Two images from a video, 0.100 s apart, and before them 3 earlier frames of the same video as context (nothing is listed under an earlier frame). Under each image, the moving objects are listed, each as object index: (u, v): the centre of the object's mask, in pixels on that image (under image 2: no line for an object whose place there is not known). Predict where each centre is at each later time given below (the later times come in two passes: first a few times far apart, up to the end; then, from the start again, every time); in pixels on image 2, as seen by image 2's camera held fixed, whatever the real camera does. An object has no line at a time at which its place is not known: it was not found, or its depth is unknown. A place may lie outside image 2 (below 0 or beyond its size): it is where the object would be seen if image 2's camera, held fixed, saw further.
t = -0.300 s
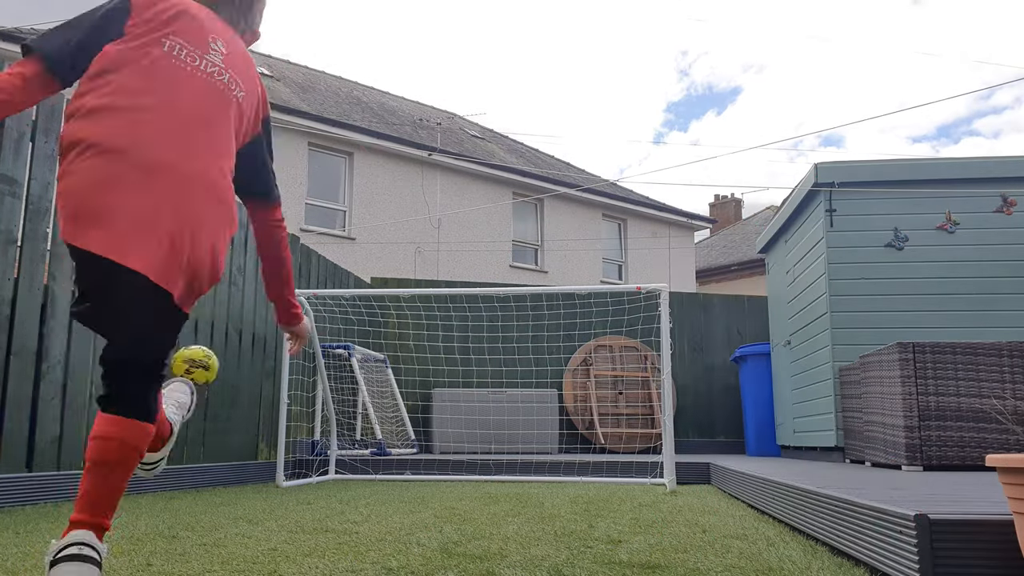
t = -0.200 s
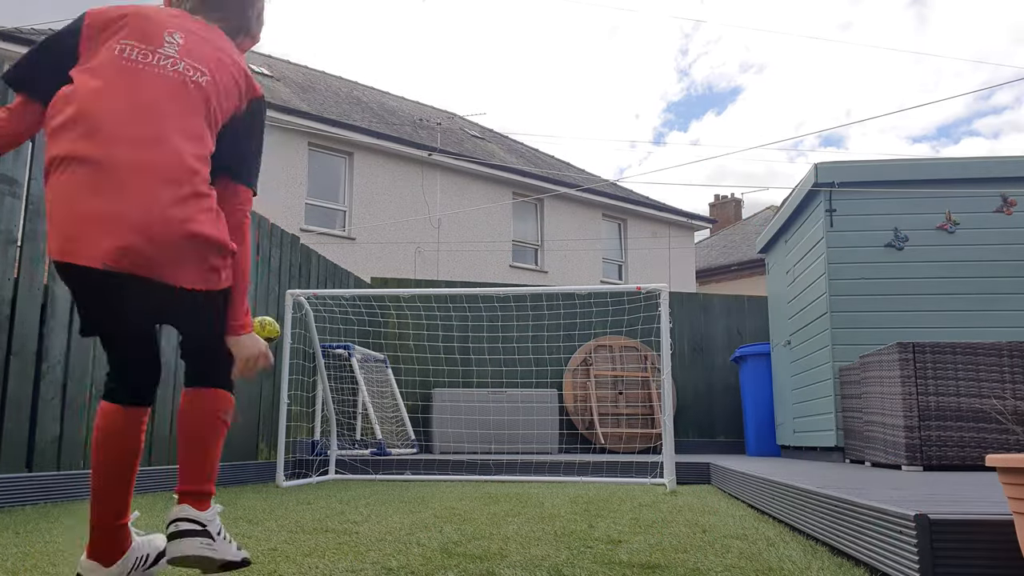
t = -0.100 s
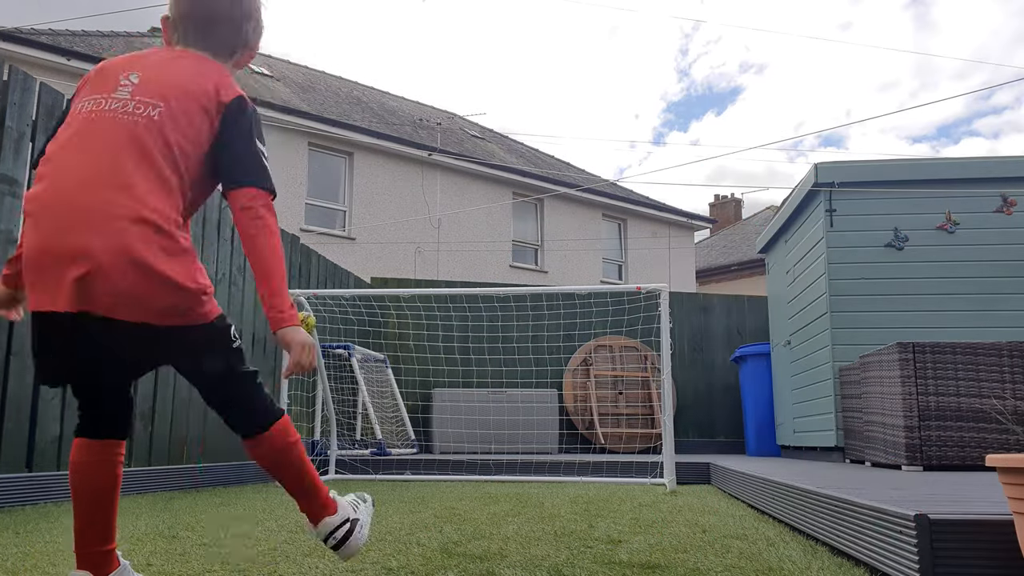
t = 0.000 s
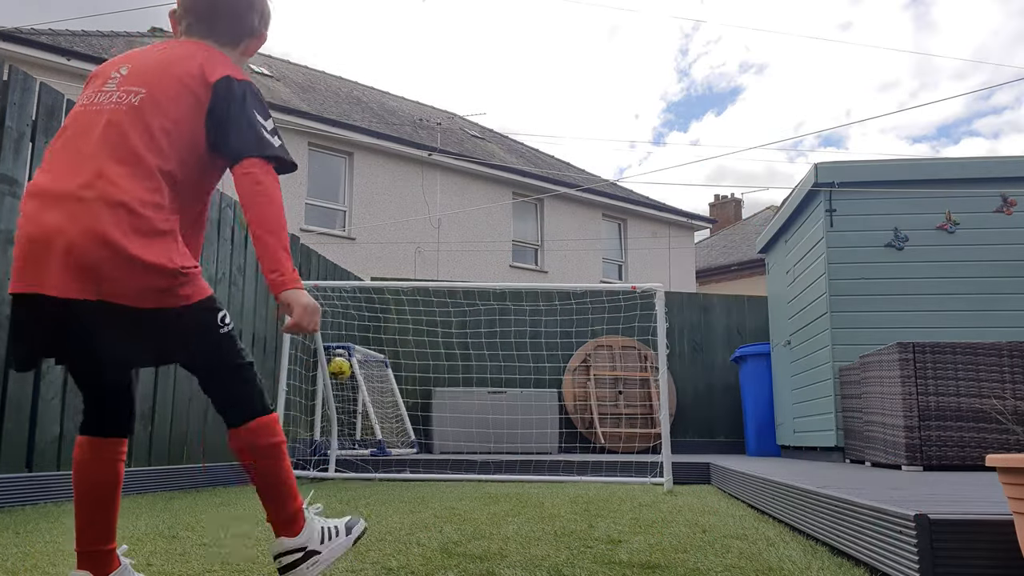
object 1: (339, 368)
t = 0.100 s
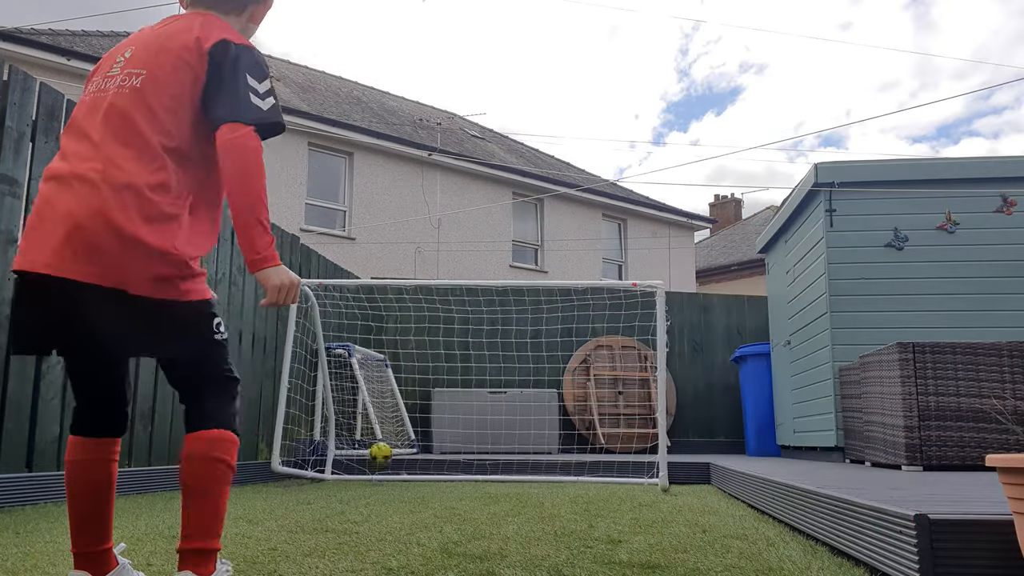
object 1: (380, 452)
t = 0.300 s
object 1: (432, 398)
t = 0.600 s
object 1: (504, 355)
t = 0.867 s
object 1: (575, 433)
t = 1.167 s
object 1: (645, 416)
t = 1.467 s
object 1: (659, 440)
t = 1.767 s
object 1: (686, 449)
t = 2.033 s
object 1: (716, 477)
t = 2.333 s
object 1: (713, 481)
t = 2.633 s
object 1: (708, 489)
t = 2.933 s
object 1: (696, 490)
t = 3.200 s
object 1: (683, 490)
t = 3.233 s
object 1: (681, 490)
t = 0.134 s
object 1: (392, 475)
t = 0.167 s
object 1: (400, 457)
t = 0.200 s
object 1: (408, 439)
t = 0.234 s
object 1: (417, 424)
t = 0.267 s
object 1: (424, 410)
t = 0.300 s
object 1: (432, 398)
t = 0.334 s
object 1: (439, 386)
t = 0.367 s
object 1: (448, 376)
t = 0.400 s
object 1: (456, 368)
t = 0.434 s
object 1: (464, 362)
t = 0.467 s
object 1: (472, 358)
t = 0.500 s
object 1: (480, 355)
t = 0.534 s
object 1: (488, 353)
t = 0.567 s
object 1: (495, 354)
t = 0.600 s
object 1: (504, 355)
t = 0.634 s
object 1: (512, 358)
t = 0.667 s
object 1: (522, 363)
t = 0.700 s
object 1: (530, 370)
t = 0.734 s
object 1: (539, 379)
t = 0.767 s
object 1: (547, 389)
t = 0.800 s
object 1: (556, 403)
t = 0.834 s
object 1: (565, 417)
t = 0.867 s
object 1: (575, 433)
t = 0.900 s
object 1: (584, 452)
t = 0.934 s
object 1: (595, 475)
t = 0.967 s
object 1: (602, 473)
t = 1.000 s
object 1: (609, 459)
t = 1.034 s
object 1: (616, 447)
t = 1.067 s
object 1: (623, 437)
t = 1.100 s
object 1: (630, 428)
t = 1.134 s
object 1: (638, 421)
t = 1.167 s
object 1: (645, 416)
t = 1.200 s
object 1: (648, 411)
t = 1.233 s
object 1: (649, 408)
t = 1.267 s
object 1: (650, 407)
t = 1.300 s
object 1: (652, 408)
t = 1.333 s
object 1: (654, 410)
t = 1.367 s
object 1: (655, 415)
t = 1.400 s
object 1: (656, 421)
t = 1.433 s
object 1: (658, 430)
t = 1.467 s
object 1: (659, 440)
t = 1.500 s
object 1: (661, 453)
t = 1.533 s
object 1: (663, 468)
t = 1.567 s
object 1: (666, 484)
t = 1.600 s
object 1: (669, 475)
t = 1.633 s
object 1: (672, 466)
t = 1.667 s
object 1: (676, 458)
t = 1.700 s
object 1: (679, 453)
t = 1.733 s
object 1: (682, 450)
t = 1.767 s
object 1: (686, 449)
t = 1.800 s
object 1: (689, 449)
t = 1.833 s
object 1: (693, 452)
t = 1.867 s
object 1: (696, 457)
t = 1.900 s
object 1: (700, 464)
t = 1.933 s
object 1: (704, 473)
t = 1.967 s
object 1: (708, 484)
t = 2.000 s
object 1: (712, 483)
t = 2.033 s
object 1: (716, 477)
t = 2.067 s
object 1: (719, 474)
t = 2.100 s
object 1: (721, 472)
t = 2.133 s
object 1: (719, 472)
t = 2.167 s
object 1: (718, 474)
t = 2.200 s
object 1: (716, 478)
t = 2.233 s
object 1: (715, 485)
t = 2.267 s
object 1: (715, 486)
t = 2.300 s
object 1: (714, 483)
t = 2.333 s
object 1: (713, 481)
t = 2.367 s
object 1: (713, 482)
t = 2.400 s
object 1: (713, 485)
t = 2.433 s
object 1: (713, 488)
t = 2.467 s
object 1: (712, 487)
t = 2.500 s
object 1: (711, 487)
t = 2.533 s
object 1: (710, 488)
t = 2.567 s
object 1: (710, 488)
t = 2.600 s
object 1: (709, 488)
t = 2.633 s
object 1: (708, 489)
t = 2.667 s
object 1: (707, 489)
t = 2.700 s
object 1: (706, 489)
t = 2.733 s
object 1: (704, 490)
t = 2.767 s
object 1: (703, 489)
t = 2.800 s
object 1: (702, 490)
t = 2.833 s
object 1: (700, 490)
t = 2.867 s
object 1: (699, 490)
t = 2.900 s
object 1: (698, 490)
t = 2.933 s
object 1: (696, 490)
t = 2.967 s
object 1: (695, 490)
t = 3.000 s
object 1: (693, 490)
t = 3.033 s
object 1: (691, 490)
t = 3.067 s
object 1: (689, 490)
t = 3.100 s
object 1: (688, 490)
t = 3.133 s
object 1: (686, 490)
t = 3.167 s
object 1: (684, 490)
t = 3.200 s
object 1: (683, 490)
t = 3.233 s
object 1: (681, 490)
